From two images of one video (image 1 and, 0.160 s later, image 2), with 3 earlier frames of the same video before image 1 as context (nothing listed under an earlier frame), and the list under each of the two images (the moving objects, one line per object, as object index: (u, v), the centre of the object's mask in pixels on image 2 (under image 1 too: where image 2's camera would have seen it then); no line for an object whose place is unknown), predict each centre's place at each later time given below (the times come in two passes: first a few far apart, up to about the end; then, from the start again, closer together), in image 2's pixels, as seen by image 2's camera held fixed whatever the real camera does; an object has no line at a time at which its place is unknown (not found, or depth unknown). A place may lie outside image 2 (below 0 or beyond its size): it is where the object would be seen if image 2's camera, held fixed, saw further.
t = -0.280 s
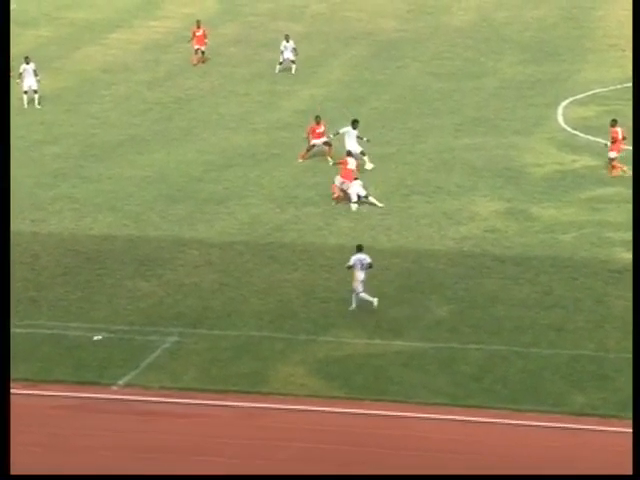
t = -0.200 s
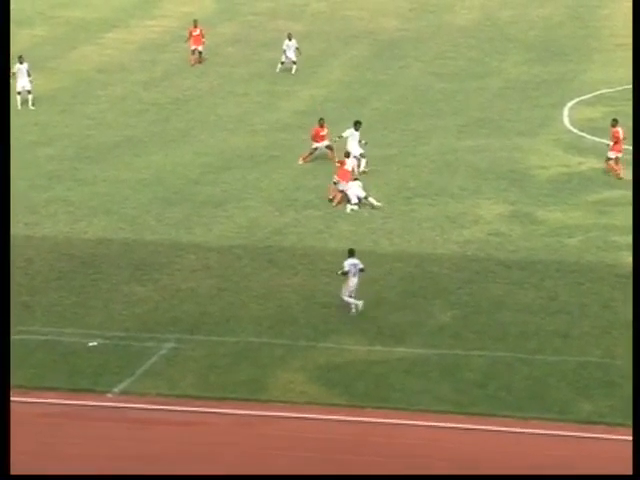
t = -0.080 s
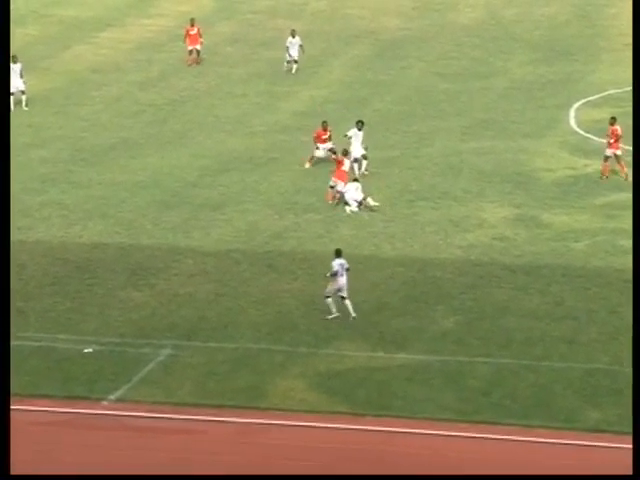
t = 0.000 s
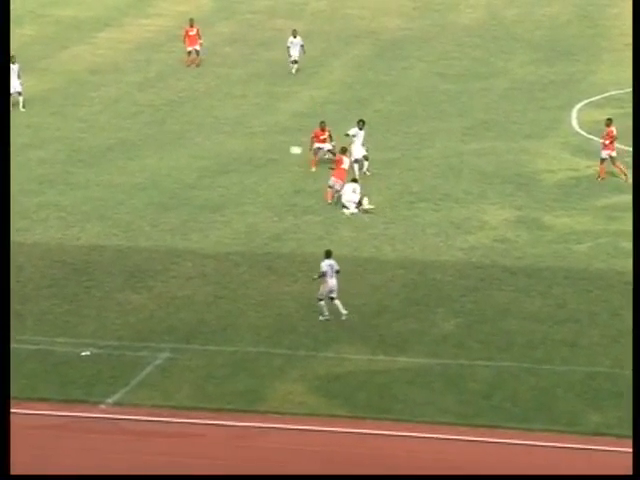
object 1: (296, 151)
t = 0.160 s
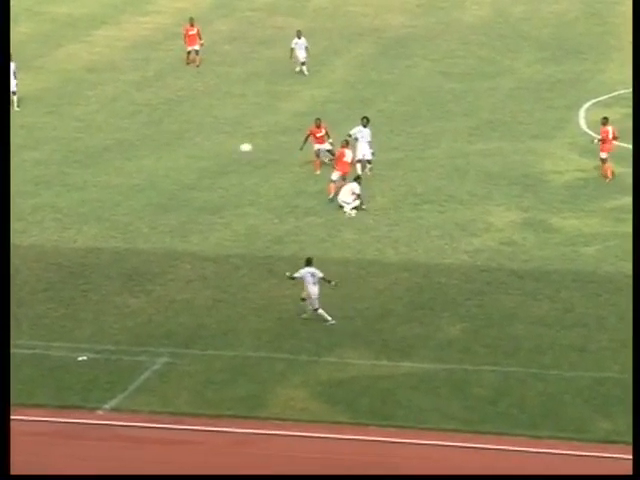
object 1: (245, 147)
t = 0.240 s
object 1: (219, 149)
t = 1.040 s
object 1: (-100, 300)
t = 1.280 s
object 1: (-192, 323)
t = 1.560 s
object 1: (-293, 348)
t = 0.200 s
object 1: (232, 148)
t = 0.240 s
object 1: (219, 149)
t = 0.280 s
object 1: (206, 150)
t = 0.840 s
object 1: (-11, 236)
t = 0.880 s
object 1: (-29, 247)
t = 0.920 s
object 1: (-47, 259)
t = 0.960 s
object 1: (-64, 271)
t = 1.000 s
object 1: (-82, 285)
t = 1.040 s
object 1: (-100, 300)
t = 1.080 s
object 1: (-118, 314)
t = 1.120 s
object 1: (-136, 325)
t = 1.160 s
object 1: (-150, 324)
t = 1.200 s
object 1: (-163, 323)
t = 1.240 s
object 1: (-177, 322)
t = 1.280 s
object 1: (-192, 323)
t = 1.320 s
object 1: (-205, 324)
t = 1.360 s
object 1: (-220, 326)
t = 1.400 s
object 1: (-235, 329)
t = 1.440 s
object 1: (-249, 332)
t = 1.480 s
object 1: (-263, 337)
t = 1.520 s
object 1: (-278, 342)
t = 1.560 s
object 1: (-293, 348)
